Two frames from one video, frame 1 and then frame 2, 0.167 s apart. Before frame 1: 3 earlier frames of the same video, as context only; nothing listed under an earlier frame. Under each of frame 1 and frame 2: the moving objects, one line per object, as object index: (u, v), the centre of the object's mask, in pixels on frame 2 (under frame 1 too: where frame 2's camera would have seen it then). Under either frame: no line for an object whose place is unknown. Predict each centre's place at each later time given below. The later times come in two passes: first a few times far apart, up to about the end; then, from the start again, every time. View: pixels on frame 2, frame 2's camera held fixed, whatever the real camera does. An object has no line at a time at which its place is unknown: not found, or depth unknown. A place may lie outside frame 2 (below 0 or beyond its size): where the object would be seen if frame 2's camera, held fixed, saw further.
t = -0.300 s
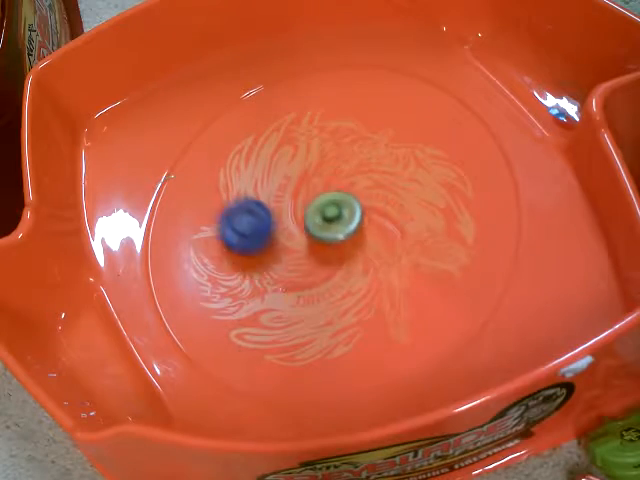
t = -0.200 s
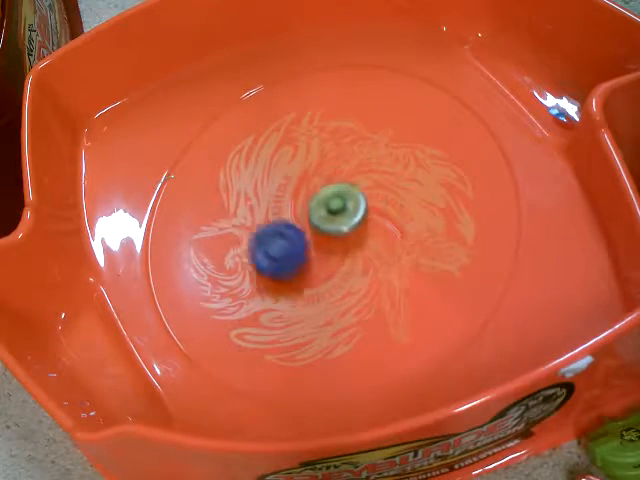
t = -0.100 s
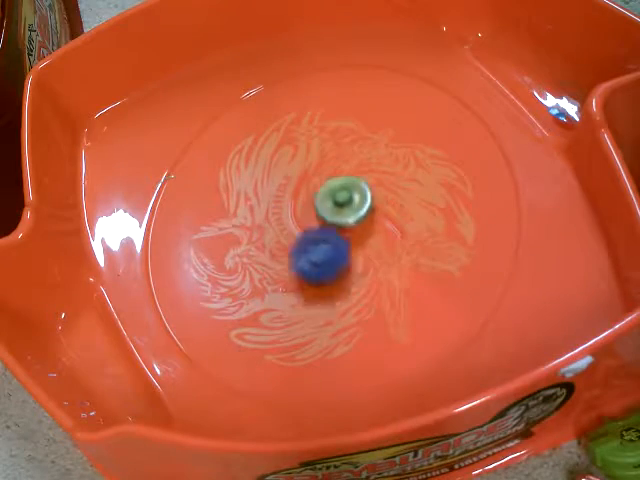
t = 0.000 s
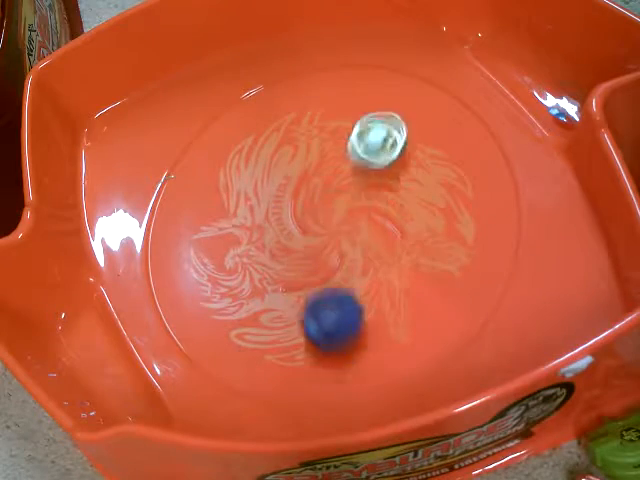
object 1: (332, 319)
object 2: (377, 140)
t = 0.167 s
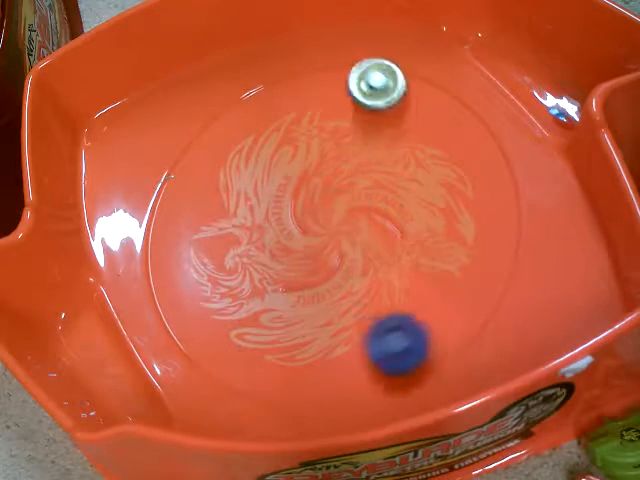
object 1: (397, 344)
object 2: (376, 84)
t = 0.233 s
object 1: (431, 330)
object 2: (359, 74)
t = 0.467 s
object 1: (467, 232)
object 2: (312, 76)
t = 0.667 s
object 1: (387, 174)
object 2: (300, 105)
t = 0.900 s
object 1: (301, 320)
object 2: (243, 49)
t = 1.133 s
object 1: (291, 390)
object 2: (219, 171)
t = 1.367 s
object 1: (370, 357)
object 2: (274, 251)
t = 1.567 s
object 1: (382, 270)
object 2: (313, 268)
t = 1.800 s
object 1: (462, 178)
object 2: (234, 261)
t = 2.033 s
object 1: (413, 102)
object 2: (251, 276)
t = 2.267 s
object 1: (321, 94)
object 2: (274, 276)
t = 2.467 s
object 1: (254, 150)
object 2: (282, 278)
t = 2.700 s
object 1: (238, 244)
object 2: (289, 281)
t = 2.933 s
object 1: (193, 247)
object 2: (414, 318)
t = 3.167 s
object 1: (257, 284)
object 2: (458, 282)
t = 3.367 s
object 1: (326, 245)
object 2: (465, 259)
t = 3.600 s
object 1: (366, 175)
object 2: (448, 239)
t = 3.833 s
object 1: (349, 115)
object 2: (410, 226)
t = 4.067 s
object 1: (294, 148)
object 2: (371, 216)
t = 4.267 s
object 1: (256, 183)
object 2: (383, 237)
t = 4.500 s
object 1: (230, 238)
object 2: (402, 247)
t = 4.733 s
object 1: (288, 281)
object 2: (392, 225)
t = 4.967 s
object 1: (308, 314)
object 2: (416, 157)
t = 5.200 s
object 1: (263, 384)
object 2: (470, 34)
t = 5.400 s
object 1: (301, 369)
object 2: (552, 76)
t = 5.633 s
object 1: (328, 300)
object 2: (544, 76)
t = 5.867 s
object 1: (340, 225)
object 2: (529, 64)
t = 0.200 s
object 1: (414, 337)
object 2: (368, 78)
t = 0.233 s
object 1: (431, 330)
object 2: (359, 74)
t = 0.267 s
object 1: (446, 320)
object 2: (351, 71)
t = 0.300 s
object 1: (458, 308)
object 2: (342, 69)
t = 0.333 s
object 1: (467, 294)
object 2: (335, 68)
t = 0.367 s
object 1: (472, 279)
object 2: (328, 68)
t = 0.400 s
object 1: (474, 263)
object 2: (321, 71)
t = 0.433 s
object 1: (472, 248)
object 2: (316, 73)
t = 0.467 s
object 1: (467, 232)
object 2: (312, 76)
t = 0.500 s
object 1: (459, 219)
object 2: (309, 80)
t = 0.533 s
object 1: (448, 206)
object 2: (306, 85)
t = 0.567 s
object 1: (434, 196)
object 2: (304, 90)
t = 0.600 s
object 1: (419, 187)
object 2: (302, 94)
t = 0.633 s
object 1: (402, 180)
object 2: (301, 100)
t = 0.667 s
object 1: (387, 174)
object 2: (300, 105)
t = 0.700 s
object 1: (369, 170)
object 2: (299, 111)
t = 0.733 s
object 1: (351, 168)
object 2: (299, 117)
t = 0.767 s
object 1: (335, 168)
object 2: (298, 123)
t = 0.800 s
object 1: (330, 204)
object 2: (287, 102)
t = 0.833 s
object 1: (329, 254)
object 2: (274, 65)
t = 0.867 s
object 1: (317, 286)
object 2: (258, 47)
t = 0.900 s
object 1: (301, 320)
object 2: (243, 49)
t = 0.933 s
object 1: (289, 346)
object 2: (230, 60)
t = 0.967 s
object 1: (283, 359)
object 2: (225, 78)
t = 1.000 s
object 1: (280, 379)
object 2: (217, 94)
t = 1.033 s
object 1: (276, 389)
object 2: (214, 113)
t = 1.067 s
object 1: (277, 389)
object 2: (214, 136)
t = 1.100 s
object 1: (284, 390)
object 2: (217, 155)
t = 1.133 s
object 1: (291, 390)
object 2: (219, 171)
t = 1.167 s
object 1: (299, 392)
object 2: (224, 187)
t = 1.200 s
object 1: (311, 391)
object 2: (231, 202)
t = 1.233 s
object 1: (325, 387)
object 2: (238, 215)
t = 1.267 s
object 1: (338, 383)
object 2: (248, 226)
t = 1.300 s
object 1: (349, 378)
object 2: (256, 236)
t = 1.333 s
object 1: (360, 369)
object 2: (266, 244)
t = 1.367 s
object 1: (370, 357)
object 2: (274, 251)
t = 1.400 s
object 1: (377, 343)
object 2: (281, 255)
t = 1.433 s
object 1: (383, 328)
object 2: (287, 258)
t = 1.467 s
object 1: (385, 312)
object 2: (297, 263)
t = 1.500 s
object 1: (385, 298)
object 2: (304, 265)
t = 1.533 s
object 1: (383, 284)
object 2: (310, 267)
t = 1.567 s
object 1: (382, 270)
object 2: (313, 268)
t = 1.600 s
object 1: (406, 258)
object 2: (296, 269)
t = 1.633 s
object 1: (430, 246)
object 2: (275, 268)
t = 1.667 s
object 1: (447, 233)
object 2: (260, 267)
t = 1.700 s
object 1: (459, 221)
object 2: (247, 266)
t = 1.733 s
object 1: (464, 207)
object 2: (239, 264)
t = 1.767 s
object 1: (464, 192)
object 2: (234, 262)
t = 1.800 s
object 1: (462, 178)
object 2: (234, 261)
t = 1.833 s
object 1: (459, 165)
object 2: (234, 262)
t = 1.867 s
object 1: (455, 153)
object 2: (237, 264)
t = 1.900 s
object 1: (448, 140)
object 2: (239, 266)
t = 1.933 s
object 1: (441, 129)
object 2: (242, 269)
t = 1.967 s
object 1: (433, 119)
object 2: (244, 272)
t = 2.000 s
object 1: (423, 109)
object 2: (247, 273)
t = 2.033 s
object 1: (413, 102)
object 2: (251, 276)
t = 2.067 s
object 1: (402, 95)
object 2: (254, 278)
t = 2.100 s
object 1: (390, 91)
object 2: (258, 279)
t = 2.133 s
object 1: (377, 88)
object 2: (261, 278)
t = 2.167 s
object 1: (363, 86)
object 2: (265, 278)
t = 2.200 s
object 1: (349, 87)
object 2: (268, 278)
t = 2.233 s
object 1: (335, 89)
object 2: (271, 278)
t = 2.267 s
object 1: (321, 94)
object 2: (274, 276)
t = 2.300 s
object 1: (308, 100)
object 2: (277, 276)
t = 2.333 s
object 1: (295, 107)
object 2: (280, 276)
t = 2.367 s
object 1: (283, 116)
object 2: (282, 276)
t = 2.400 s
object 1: (272, 126)
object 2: (282, 276)
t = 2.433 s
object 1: (262, 137)
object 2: (282, 278)
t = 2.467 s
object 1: (254, 150)
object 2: (282, 278)
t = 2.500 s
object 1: (248, 163)
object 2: (282, 278)
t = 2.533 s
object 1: (242, 177)
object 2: (283, 278)
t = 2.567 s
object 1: (239, 190)
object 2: (283, 278)
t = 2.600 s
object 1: (237, 205)
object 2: (285, 279)
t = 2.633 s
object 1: (237, 219)
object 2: (286, 278)
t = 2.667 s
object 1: (238, 233)
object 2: (288, 278)
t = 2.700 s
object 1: (238, 244)
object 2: (289, 281)
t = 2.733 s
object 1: (223, 238)
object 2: (315, 297)
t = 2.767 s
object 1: (210, 232)
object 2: (337, 310)
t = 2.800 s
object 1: (203, 229)
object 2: (357, 319)
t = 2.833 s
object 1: (198, 229)
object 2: (375, 323)
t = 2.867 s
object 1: (195, 232)
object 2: (391, 324)
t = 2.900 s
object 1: (194, 238)
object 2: (403, 322)
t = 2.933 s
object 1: (193, 247)
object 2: (414, 318)
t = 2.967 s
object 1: (195, 257)
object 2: (423, 314)
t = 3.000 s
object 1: (200, 266)
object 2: (432, 309)
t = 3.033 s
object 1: (208, 274)
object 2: (440, 304)
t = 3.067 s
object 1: (218, 280)
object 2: (446, 298)
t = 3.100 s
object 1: (230, 284)
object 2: (451, 292)
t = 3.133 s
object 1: (243, 284)
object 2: (455, 287)
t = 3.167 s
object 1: (257, 284)
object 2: (458, 282)
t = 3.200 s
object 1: (270, 281)
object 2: (460, 277)
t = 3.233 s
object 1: (284, 276)
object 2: (463, 273)
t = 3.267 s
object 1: (295, 270)
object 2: (465, 269)
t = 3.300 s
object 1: (305, 263)
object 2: (466, 266)
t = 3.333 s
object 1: (316, 253)
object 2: (466, 262)
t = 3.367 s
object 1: (326, 245)
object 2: (465, 259)
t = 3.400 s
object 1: (335, 235)
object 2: (464, 255)
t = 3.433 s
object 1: (343, 225)
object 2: (462, 252)
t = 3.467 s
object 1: (350, 215)
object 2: (459, 249)
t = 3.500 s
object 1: (356, 204)
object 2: (457, 246)
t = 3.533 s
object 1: (360, 194)
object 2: (454, 243)
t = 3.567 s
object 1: (363, 185)
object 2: (451, 241)
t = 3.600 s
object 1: (366, 175)
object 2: (448, 239)
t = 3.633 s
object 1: (368, 165)
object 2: (444, 237)
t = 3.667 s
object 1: (369, 155)
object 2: (439, 235)
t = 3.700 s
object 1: (368, 146)
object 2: (433, 233)
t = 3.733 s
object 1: (366, 136)
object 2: (428, 231)
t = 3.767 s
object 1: (362, 128)
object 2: (422, 229)
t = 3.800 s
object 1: (356, 121)
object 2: (416, 228)
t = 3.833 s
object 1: (349, 115)
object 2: (410, 226)
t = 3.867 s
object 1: (341, 112)
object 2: (403, 225)
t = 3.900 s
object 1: (332, 111)
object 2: (396, 223)
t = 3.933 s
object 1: (322, 114)
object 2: (391, 220)
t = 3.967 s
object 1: (312, 119)
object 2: (387, 219)
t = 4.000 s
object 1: (304, 127)
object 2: (382, 217)
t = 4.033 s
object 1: (298, 137)
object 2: (376, 217)
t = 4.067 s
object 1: (294, 148)
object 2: (371, 216)
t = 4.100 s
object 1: (292, 161)
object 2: (364, 214)
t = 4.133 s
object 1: (292, 172)
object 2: (358, 214)
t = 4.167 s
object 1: (293, 182)
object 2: (352, 212)
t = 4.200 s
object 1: (287, 187)
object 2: (356, 216)
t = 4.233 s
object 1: (270, 184)
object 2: (372, 227)
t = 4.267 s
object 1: (256, 183)
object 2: (383, 237)
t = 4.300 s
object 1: (247, 185)
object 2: (392, 244)
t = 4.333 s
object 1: (240, 191)
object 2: (399, 250)
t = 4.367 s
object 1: (235, 198)
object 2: (402, 253)
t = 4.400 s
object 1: (231, 208)
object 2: (403, 254)
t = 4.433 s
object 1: (229, 218)
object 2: (403, 253)
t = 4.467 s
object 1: (229, 228)
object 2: (403, 250)
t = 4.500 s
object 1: (230, 238)
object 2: (402, 247)
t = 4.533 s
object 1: (234, 247)
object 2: (402, 244)
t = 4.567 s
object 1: (240, 256)
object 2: (400, 240)
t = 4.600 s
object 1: (247, 264)
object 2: (399, 237)
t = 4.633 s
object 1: (256, 271)
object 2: (397, 233)
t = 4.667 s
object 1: (265, 276)
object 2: (395, 231)
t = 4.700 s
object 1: (277, 279)
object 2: (393, 228)
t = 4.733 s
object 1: (288, 281)
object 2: (392, 225)
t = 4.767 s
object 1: (300, 280)
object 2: (389, 222)
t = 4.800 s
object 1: (312, 278)
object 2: (387, 219)
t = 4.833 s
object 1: (323, 275)
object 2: (385, 217)
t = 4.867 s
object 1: (335, 270)
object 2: (383, 214)
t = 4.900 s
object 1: (345, 265)
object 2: (380, 213)
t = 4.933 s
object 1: (335, 280)
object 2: (393, 193)
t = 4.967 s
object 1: (308, 314)
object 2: (416, 157)
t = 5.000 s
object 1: (285, 335)
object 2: (433, 127)
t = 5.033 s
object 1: (268, 350)
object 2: (448, 98)
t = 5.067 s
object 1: (257, 361)
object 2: (456, 75)
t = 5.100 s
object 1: (252, 370)
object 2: (461, 57)
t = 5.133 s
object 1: (251, 377)
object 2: (463, 42)
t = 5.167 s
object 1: (253, 383)
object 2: (463, 33)
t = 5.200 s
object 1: (263, 384)
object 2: (470, 34)
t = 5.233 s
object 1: (271, 383)
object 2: (484, 36)
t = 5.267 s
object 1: (278, 382)
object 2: (495, 41)
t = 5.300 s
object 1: (283, 382)
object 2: (505, 47)
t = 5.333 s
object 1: (288, 380)
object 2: (522, 59)
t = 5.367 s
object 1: (295, 375)
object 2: (536, 75)
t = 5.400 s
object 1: (301, 369)
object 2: (552, 76)
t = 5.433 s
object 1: (306, 361)
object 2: (565, 73)
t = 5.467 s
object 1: (311, 352)
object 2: (573, 79)
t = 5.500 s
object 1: (315, 342)
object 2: (575, 91)
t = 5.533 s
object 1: (319, 332)
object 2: (562, 99)
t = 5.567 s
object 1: (322, 321)
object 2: (551, 89)
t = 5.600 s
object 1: (325, 310)
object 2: (545, 86)
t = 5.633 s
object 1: (328, 300)
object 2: (544, 76)
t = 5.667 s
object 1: (329, 288)
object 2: (538, 65)
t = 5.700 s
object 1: (331, 278)
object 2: (529, 65)
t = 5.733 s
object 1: (333, 267)
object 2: (530, 65)
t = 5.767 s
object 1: (335, 256)
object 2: (530, 64)
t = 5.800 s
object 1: (336, 246)
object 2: (530, 64)
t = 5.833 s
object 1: (338, 235)
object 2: (529, 64)
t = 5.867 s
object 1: (340, 225)
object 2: (529, 64)
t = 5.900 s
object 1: (342, 214)
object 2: (530, 65)
